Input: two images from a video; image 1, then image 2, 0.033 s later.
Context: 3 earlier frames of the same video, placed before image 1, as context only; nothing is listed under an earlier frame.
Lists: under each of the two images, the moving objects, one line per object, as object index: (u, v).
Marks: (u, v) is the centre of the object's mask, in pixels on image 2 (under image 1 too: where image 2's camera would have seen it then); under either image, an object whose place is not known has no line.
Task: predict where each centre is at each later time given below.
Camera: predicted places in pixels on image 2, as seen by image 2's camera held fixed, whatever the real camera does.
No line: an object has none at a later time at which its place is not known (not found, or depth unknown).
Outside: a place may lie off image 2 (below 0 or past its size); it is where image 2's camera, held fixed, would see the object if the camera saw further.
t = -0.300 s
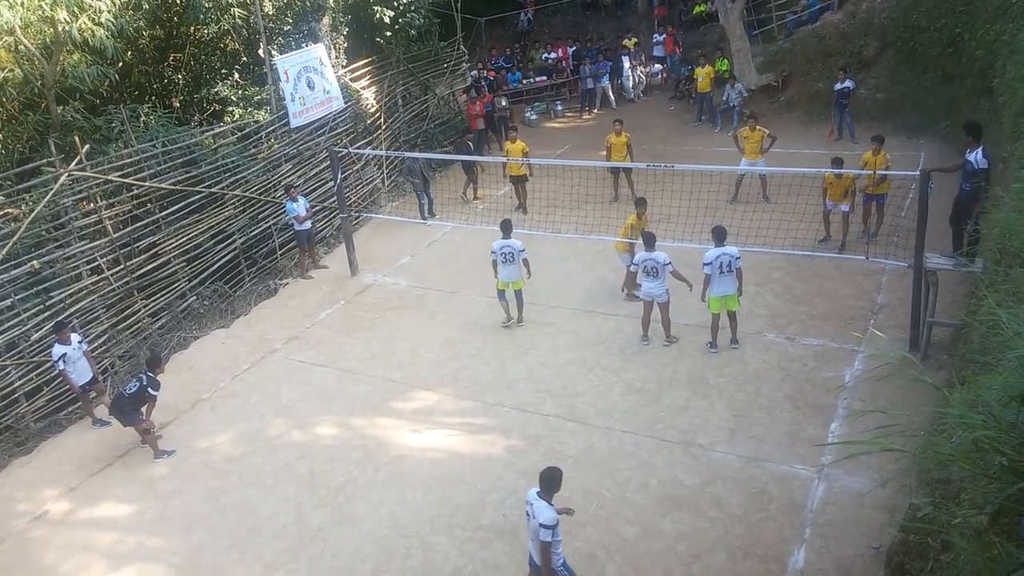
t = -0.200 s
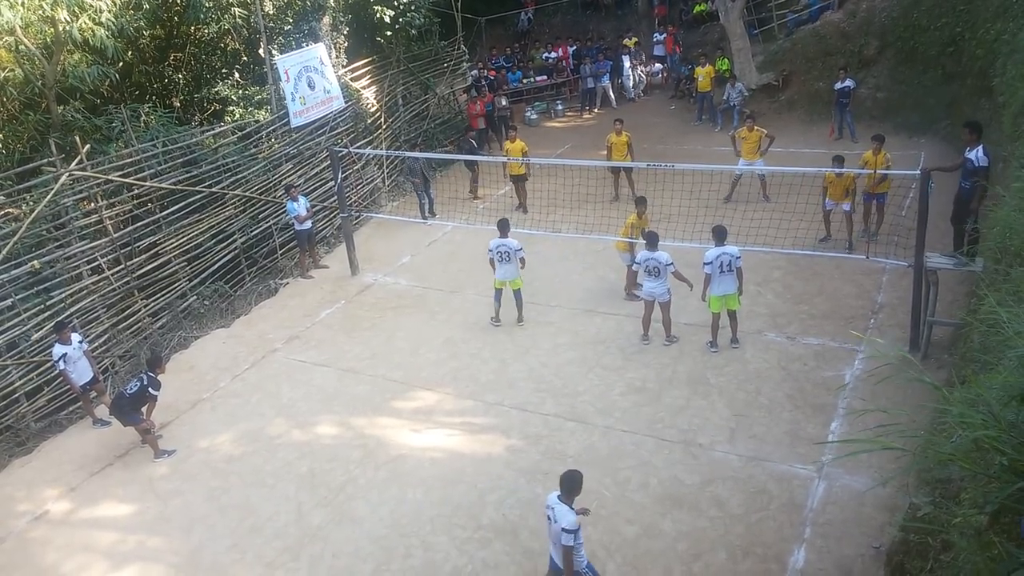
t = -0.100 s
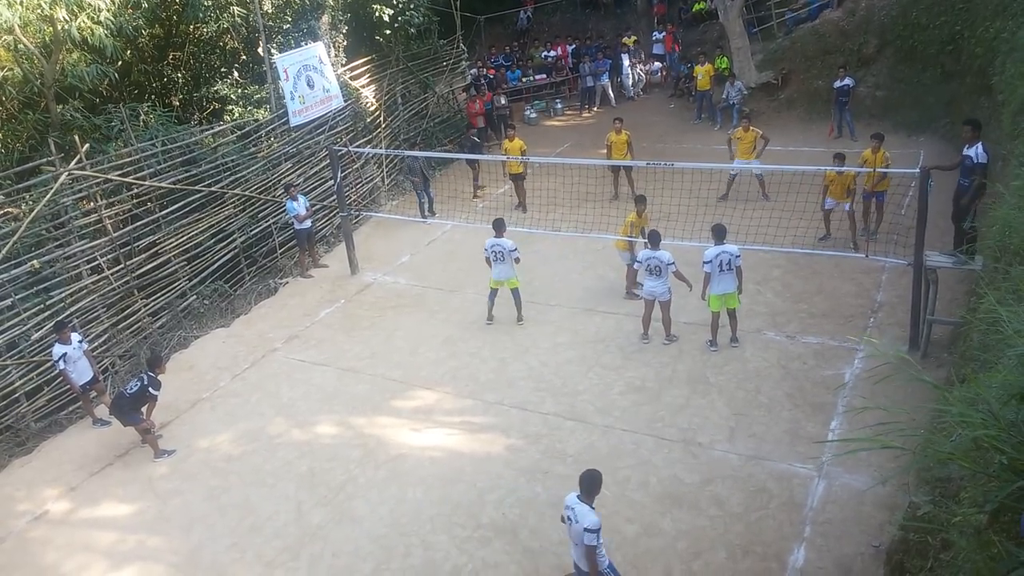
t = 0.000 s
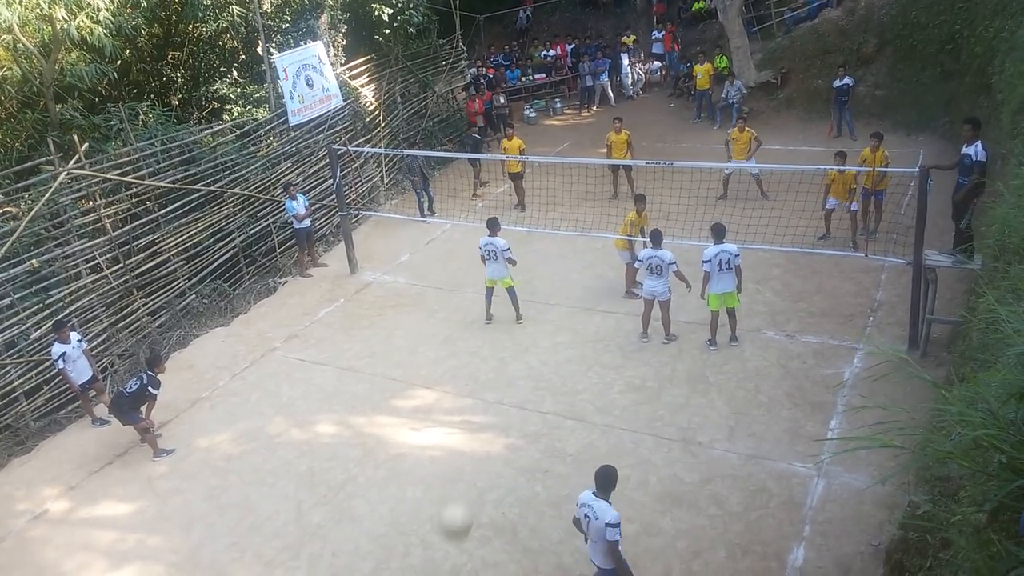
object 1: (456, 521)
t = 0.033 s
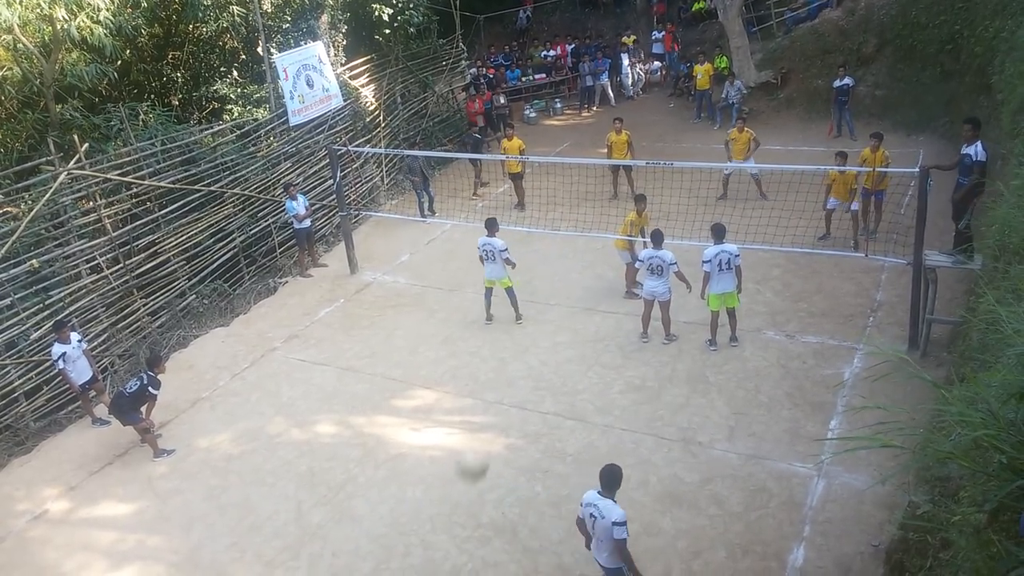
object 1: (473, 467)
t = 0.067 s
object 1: (488, 411)
